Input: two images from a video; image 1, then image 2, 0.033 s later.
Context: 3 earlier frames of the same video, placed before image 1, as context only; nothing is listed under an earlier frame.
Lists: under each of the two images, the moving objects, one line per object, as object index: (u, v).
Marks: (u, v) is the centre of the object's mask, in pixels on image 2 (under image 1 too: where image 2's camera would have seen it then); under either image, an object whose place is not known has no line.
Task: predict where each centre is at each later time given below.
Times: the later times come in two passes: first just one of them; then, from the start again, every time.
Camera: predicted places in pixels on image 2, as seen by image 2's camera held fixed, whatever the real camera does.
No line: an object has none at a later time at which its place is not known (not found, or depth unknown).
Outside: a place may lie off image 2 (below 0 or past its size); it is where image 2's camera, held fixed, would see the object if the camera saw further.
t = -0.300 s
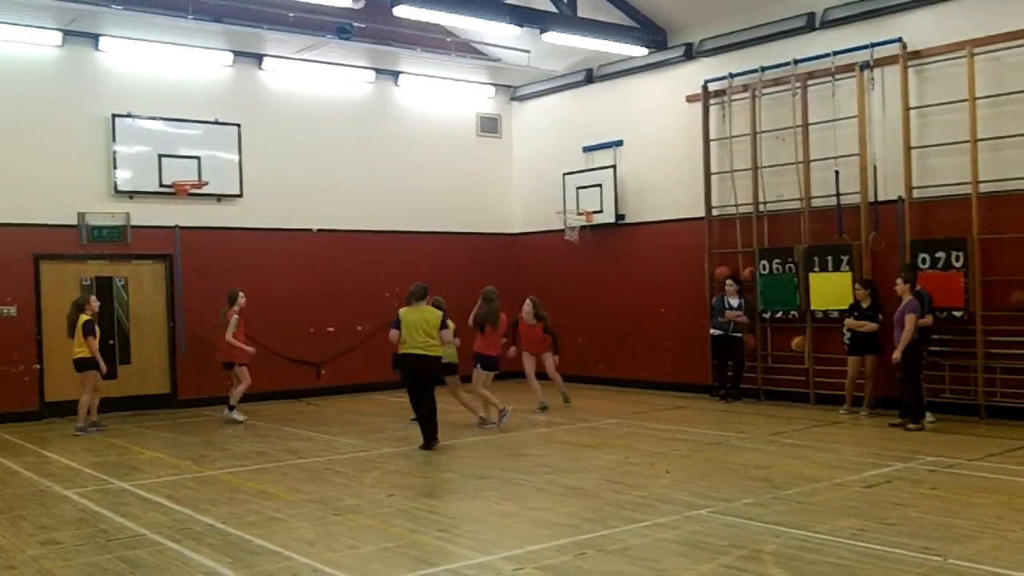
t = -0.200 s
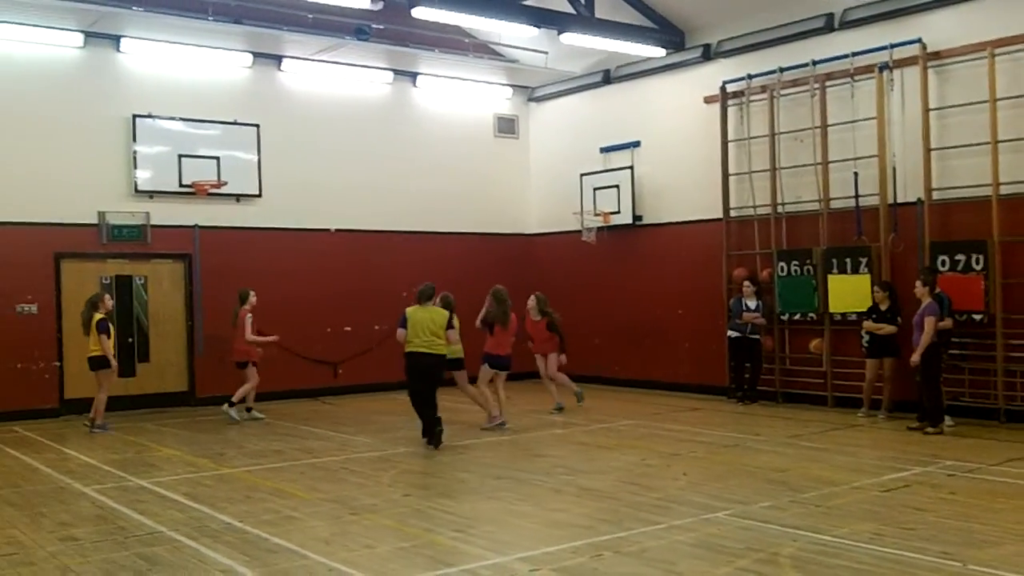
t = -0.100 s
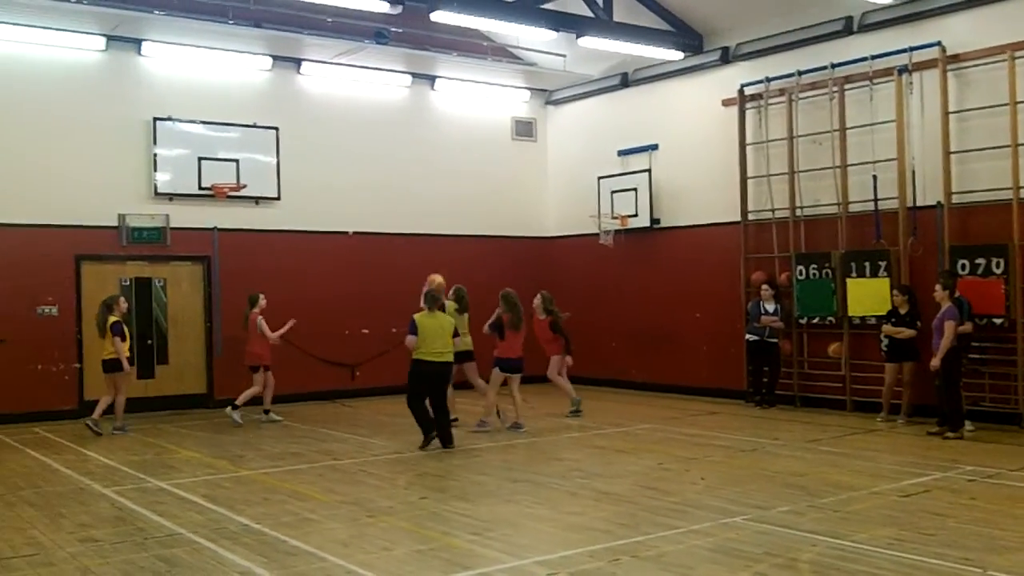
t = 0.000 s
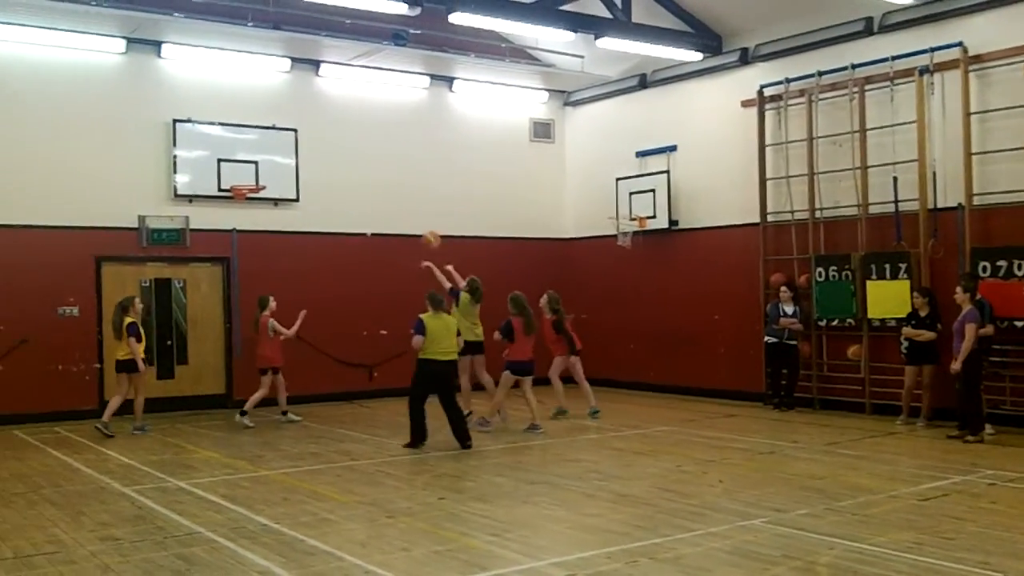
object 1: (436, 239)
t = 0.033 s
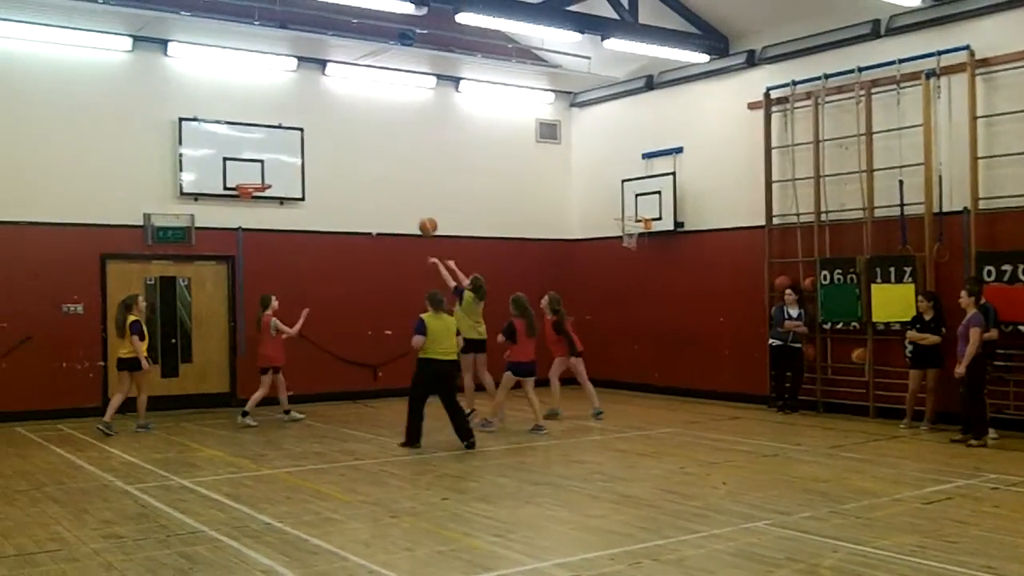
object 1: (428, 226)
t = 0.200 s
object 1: (391, 173)
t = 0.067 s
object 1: (421, 213)
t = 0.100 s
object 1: (414, 202)
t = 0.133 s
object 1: (406, 192)
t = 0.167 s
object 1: (399, 181)
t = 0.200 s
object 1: (391, 173)
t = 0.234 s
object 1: (384, 164)
